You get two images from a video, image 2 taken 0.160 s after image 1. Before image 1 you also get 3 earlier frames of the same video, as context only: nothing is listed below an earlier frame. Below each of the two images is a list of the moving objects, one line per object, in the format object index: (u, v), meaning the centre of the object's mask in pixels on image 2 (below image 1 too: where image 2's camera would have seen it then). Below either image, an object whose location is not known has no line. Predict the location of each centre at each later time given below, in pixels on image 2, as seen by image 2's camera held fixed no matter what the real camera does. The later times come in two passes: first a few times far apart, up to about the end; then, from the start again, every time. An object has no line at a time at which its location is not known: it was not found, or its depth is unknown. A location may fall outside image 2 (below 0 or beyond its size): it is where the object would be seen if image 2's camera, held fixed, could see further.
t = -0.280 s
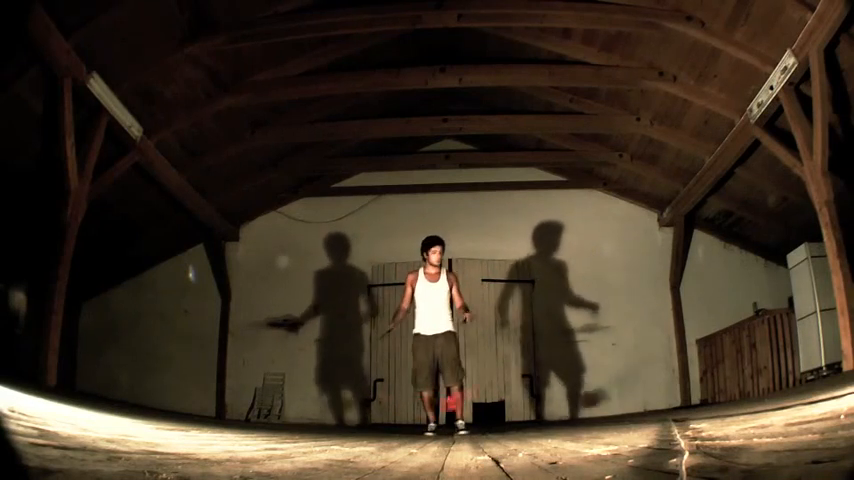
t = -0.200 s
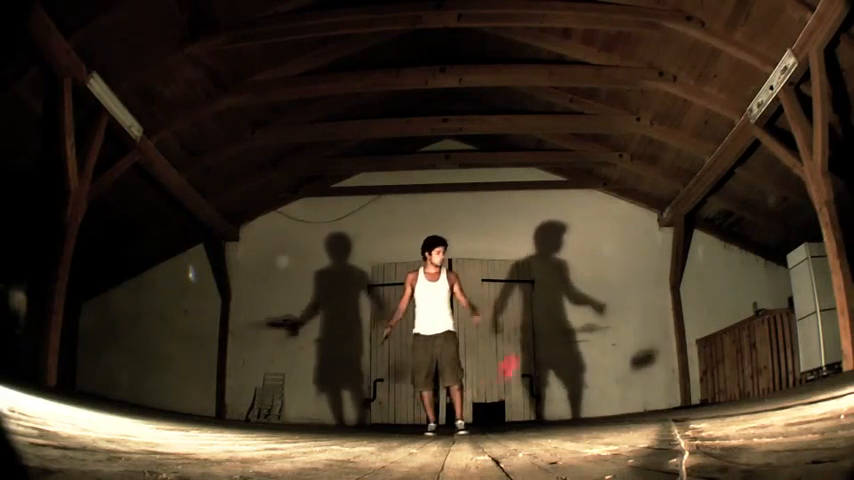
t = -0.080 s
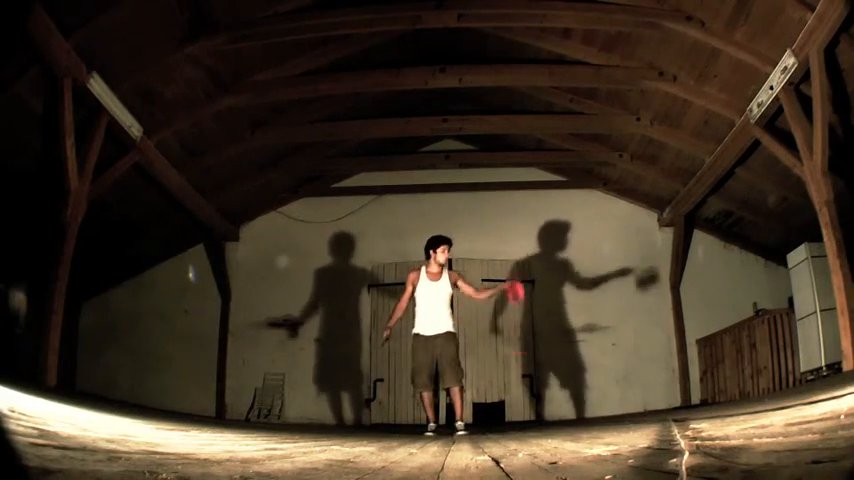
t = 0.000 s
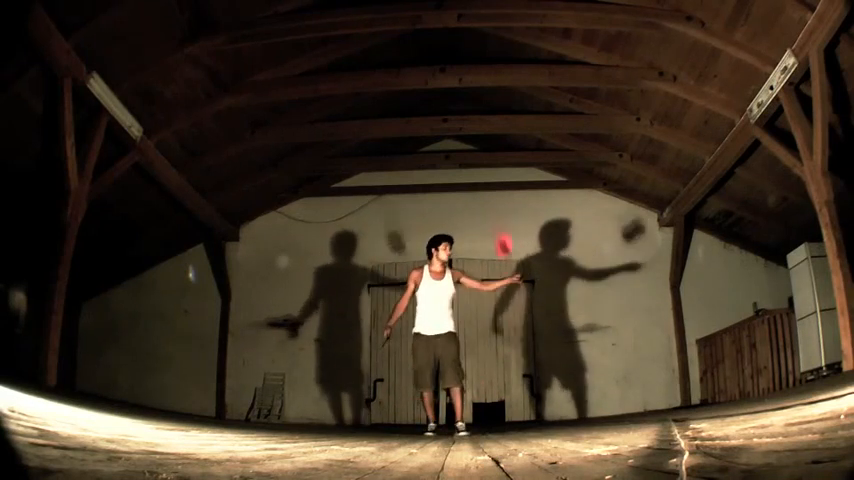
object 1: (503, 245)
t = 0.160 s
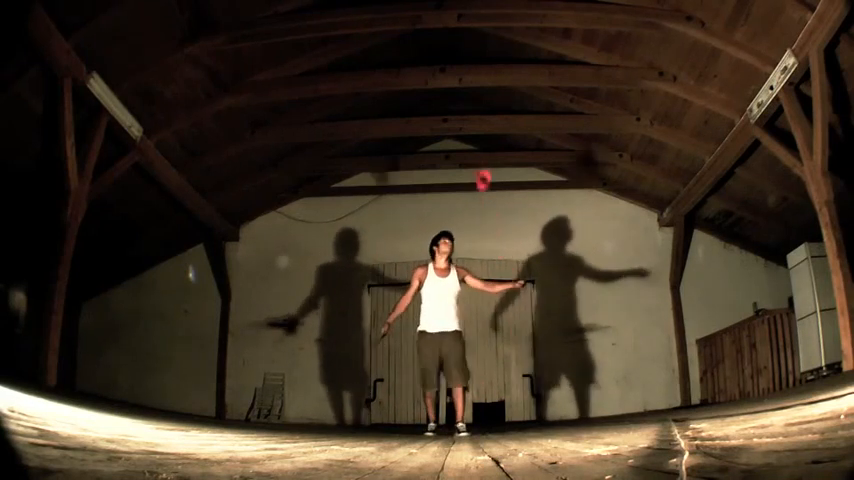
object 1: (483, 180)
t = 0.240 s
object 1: (474, 157)
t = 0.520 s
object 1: (444, 131)
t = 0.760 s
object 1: (420, 166)
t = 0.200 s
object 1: (478, 167)
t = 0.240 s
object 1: (474, 157)
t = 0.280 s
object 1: (469, 149)
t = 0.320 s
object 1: (465, 143)
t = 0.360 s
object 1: (461, 137)
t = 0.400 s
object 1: (456, 134)
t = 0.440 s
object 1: (452, 131)
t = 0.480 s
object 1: (448, 130)
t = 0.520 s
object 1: (444, 131)
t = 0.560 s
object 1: (440, 133)
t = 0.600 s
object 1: (436, 137)
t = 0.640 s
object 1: (432, 143)
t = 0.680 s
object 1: (428, 149)
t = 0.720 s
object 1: (424, 157)
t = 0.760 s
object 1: (420, 166)
